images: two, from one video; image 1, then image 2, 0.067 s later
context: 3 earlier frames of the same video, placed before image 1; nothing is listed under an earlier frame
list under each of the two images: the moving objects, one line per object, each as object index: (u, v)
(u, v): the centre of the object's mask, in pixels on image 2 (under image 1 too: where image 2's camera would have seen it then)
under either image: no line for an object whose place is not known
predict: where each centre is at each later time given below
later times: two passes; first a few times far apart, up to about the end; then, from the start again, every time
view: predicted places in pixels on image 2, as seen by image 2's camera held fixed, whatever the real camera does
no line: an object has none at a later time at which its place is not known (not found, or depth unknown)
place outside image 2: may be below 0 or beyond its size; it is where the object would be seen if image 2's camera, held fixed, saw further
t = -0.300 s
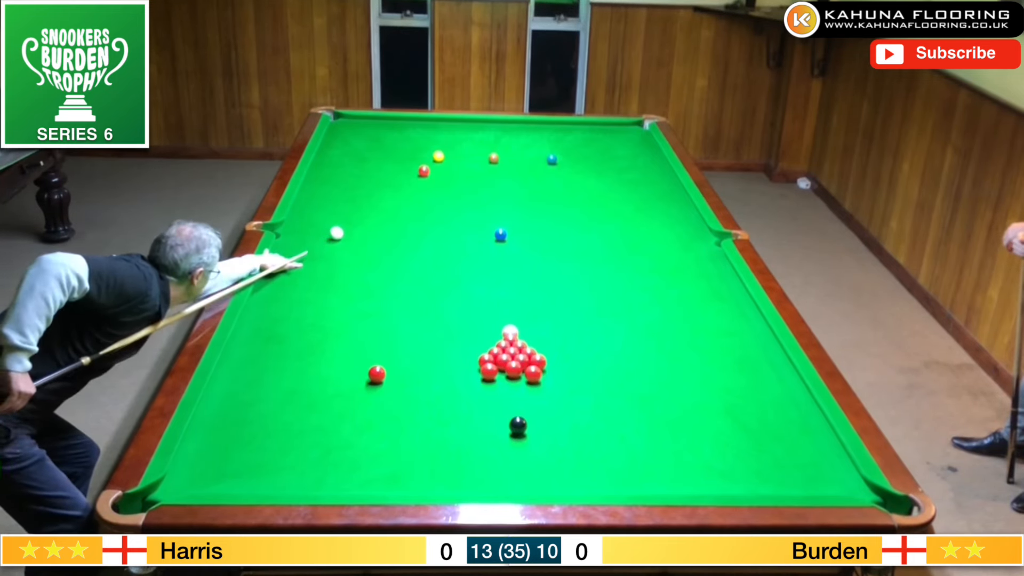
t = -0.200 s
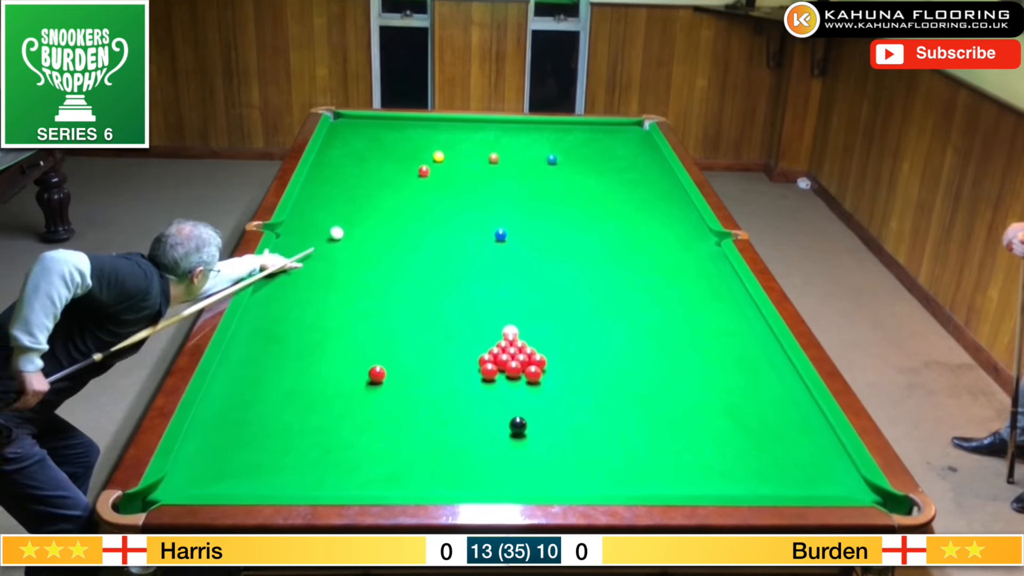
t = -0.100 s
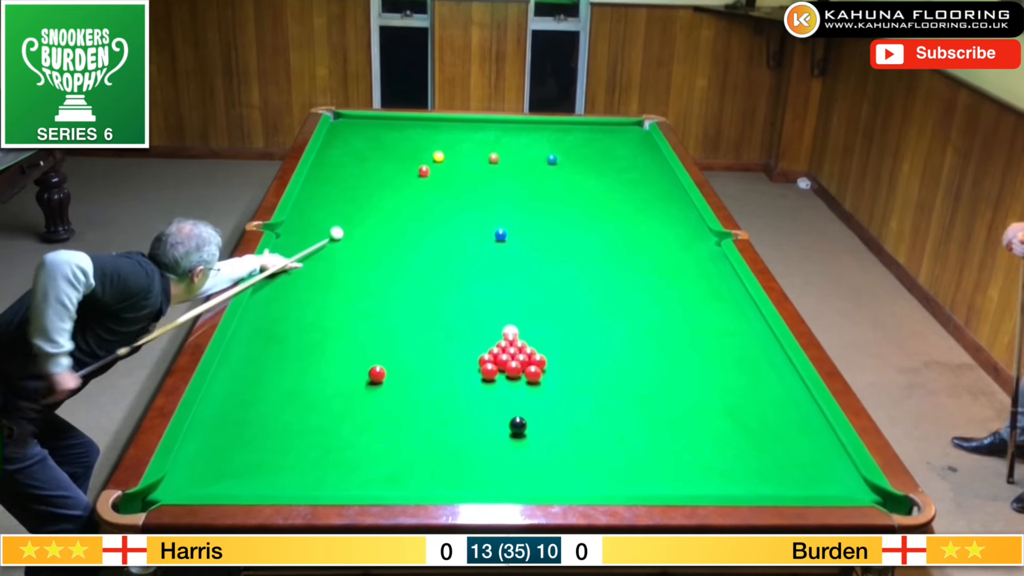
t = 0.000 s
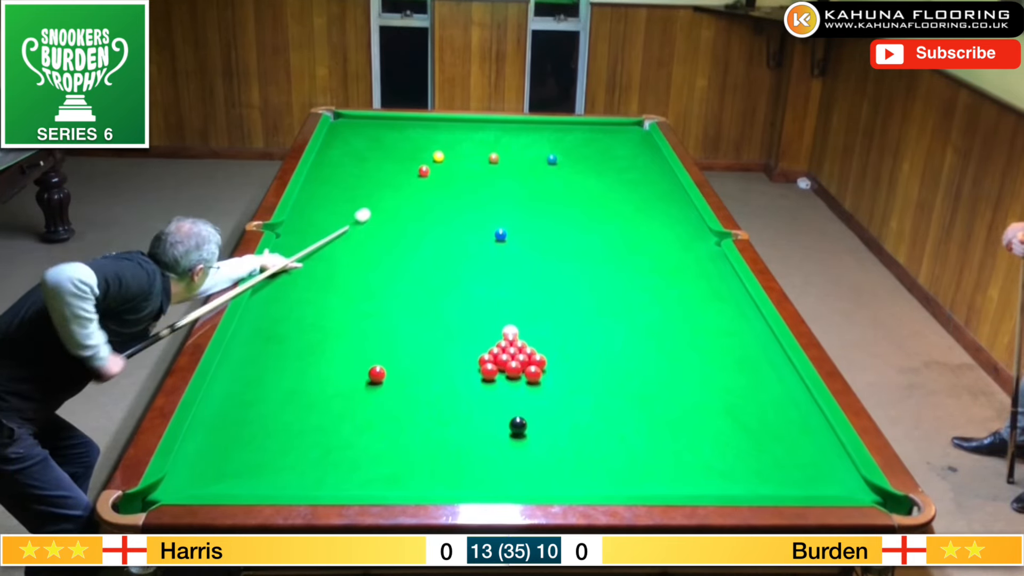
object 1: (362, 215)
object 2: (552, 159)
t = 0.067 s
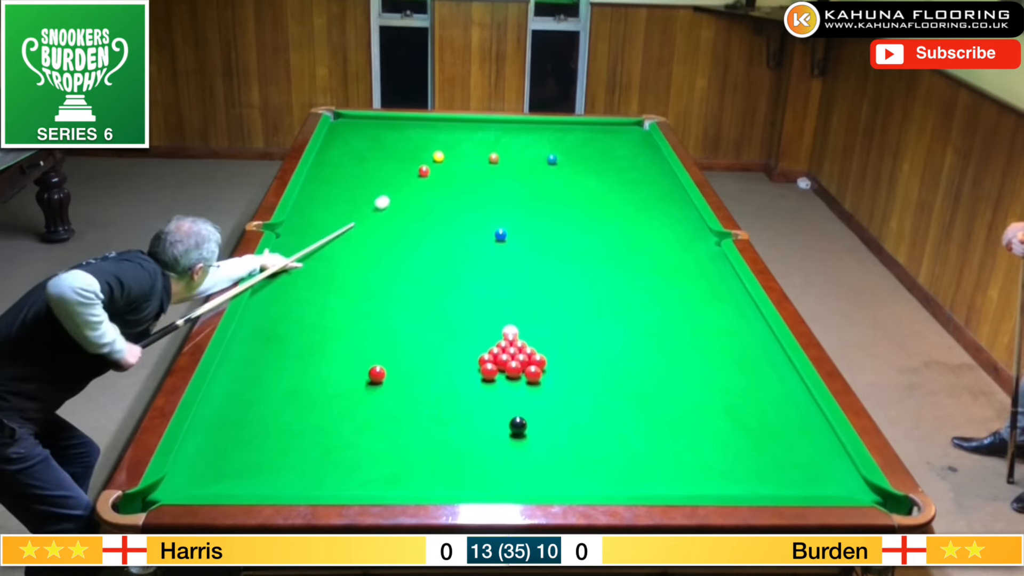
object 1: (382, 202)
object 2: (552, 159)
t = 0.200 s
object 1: (414, 181)
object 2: (552, 159)
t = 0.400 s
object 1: (452, 172)
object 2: (552, 160)
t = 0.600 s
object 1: (484, 168)
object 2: (552, 159)
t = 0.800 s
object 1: (516, 165)
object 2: (552, 160)
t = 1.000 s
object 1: (545, 162)
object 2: (554, 159)
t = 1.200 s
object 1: (562, 163)
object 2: (561, 154)
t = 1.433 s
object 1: (581, 165)
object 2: (571, 151)
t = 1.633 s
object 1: (596, 166)
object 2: (579, 148)
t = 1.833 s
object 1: (611, 167)
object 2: (586, 145)
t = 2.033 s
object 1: (624, 168)
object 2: (592, 143)
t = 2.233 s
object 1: (637, 169)
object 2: (598, 141)
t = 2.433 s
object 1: (649, 170)
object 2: (603, 139)
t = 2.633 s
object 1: (659, 171)
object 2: (608, 137)
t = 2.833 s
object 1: (669, 171)
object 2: (612, 135)
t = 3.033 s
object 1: (664, 172)
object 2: (615, 134)
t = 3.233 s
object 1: (660, 172)
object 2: (619, 133)
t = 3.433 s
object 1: (657, 172)
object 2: (621, 132)
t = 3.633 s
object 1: (655, 172)
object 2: (624, 132)
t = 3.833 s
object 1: (654, 172)
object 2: (625, 131)
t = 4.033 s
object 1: (654, 172)
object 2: (626, 131)
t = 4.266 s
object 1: (654, 172)
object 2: (627, 131)
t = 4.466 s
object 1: (654, 172)
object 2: (627, 131)
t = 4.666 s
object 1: (654, 172)
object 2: (627, 131)
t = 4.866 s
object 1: (654, 172)
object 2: (627, 131)
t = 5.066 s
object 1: (654, 172)
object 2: (627, 131)
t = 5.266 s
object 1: (654, 172)
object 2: (627, 131)
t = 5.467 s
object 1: (654, 172)
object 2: (627, 131)
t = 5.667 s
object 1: (654, 172)
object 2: (627, 131)
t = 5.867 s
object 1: (654, 172)
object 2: (627, 131)
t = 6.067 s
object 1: (654, 172)
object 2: (627, 131)
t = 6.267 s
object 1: (654, 172)
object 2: (627, 131)
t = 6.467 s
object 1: (654, 172)
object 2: (627, 131)
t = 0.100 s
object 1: (390, 197)
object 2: (552, 159)
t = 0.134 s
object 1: (398, 191)
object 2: (552, 159)
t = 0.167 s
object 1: (406, 186)
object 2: (552, 159)
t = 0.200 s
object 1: (414, 181)
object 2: (552, 159)
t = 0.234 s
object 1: (420, 177)
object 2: (552, 159)
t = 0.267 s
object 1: (427, 174)
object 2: (552, 159)
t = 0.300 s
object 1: (434, 174)
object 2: (552, 159)
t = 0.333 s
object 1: (440, 173)
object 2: (552, 160)
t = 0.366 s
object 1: (446, 173)
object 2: (552, 160)
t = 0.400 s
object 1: (452, 172)
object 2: (552, 160)
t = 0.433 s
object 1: (457, 172)
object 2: (552, 160)
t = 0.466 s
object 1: (463, 171)
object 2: (552, 160)
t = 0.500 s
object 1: (468, 170)
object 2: (552, 160)
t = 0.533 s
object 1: (474, 170)
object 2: (552, 160)
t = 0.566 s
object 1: (479, 169)
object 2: (552, 159)
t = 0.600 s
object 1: (484, 168)
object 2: (552, 159)
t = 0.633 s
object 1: (490, 168)
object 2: (552, 159)
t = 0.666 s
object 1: (495, 167)
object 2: (552, 160)
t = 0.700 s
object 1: (500, 167)
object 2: (552, 160)
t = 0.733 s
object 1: (505, 166)
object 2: (552, 160)
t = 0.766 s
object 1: (511, 166)
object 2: (552, 160)
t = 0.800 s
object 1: (516, 165)
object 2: (552, 160)
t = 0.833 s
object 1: (521, 164)
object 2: (552, 160)
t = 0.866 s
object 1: (526, 164)
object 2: (552, 160)
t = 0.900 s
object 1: (530, 163)
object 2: (552, 160)
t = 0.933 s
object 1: (535, 163)
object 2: (552, 160)
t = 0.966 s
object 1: (540, 162)
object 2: (552, 159)
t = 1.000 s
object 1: (545, 162)
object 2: (554, 159)
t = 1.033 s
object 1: (548, 162)
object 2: (555, 158)
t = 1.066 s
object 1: (550, 162)
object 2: (557, 158)
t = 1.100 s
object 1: (553, 162)
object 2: (558, 156)
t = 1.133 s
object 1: (556, 163)
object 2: (559, 155)
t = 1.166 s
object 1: (559, 163)
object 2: (560, 154)
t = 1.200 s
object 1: (562, 163)
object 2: (561, 154)
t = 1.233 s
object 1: (565, 163)
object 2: (562, 154)
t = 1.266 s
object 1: (568, 163)
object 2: (564, 154)
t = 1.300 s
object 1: (570, 164)
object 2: (565, 154)
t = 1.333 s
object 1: (573, 164)
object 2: (567, 153)
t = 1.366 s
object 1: (576, 164)
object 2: (568, 152)
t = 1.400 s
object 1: (578, 164)
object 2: (570, 152)
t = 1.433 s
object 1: (581, 165)
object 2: (571, 151)
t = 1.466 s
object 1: (584, 165)
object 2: (572, 151)
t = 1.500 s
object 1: (586, 165)
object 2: (573, 151)
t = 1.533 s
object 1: (589, 165)
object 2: (575, 150)
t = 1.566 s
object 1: (591, 165)
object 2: (576, 149)
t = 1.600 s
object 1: (594, 166)
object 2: (577, 149)
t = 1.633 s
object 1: (596, 166)
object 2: (579, 148)
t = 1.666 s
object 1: (599, 166)
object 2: (580, 147)
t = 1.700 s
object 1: (601, 166)
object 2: (581, 147)
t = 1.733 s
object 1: (604, 166)
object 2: (582, 147)
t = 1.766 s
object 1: (606, 167)
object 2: (583, 146)
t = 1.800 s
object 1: (609, 167)
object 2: (585, 146)
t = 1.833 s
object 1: (611, 167)
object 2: (586, 145)
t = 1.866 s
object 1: (613, 167)
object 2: (587, 144)
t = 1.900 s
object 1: (615, 167)
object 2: (588, 144)
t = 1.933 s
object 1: (618, 167)
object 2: (589, 144)
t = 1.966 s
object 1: (620, 168)
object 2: (590, 144)
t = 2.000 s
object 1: (622, 168)
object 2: (591, 143)
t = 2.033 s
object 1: (624, 168)
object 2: (592, 143)
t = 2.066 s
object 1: (627, 168)
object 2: (593, 142)
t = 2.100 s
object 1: (629, 168)
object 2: (594, 142)
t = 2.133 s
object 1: (631, 168)
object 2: (595, 142)
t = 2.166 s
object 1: (633, 169)
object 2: (596, 141)
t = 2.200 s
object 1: (635, 169)
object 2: (597, 141)
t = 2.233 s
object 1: (637, 169)
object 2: (598, 141)
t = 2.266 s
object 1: (639, 169)
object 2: (599, 140)
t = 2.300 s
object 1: (641, 169)
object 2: (600, 140)
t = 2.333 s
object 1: (643, 169)
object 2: (601, 140)
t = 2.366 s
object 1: (645, 170)
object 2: (601, 139)
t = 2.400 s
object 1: (647, 170)
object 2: (602, 139)
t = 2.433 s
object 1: (649, 170)
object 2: (603, 139)
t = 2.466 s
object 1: (650, 170)
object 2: (604, 138)
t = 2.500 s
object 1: (652, 170)
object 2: (605, 138)
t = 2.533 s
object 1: (654, 170)
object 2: (606, 138)
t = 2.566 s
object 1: (656, 170)
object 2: (606, 137)
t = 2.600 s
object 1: (657, 170)
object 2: (607, 137)
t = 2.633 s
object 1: (659, 171)
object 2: (608, 137)
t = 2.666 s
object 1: (661, 171)
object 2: (608, 137)
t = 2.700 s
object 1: (663, 171)
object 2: (609, 136)
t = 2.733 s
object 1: (664, 171)
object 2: (610, 136)
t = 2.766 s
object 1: (666, 171)
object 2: (611, 136)
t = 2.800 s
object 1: (667, 171)
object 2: (611, 136)
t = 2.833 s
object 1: (669, 171)
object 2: (612, 135)
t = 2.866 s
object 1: (668, 171)
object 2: (612, 135)
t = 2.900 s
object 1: (667, 171)
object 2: (613, 135)
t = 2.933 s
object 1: (666, 171)
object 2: (614, 135)
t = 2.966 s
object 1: (666, 171)
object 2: (614, 135)
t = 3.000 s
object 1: (665, 171)
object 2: (615, 134)
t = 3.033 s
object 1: (664, 172)
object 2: (615, 134)
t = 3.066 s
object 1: (663, 172)
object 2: (616, 134)
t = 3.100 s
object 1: (663, 172)
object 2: (617, 134)
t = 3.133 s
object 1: (662, 172)
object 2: (617, 133)
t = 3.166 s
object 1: (662, 172)
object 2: (618, 133)
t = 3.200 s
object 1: (661, 172)
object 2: (618, 133)
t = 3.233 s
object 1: (660, 172)
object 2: (619, 133)
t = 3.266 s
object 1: (660, 172)
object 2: (619, 133)
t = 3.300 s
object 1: (659, 172)
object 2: (620, 133)
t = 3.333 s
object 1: (659, 172)
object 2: (620, 133)
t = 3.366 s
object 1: (658, 172)
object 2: (620, 132)
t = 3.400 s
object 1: (658, 172)
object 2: (621, 132)
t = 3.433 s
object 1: (657, 172)
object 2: (621, 132)
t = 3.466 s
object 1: (657, 172)
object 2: (622, 132)
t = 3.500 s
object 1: (657, 172)
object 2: (622, 132)
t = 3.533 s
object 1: (656, 172)
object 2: (622, 132)
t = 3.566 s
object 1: (656, 172)
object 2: (623, 132)
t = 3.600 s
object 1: (656, 172)
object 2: (623, 132)
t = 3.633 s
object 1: (655, 172)
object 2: (624, 132)
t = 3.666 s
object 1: (655, 172)
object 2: (624, 132)
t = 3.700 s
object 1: (655, 172)
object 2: (624, 132)
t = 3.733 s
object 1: (655, 172)
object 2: (625, 132)
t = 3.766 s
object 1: (655, 172)
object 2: (625, 131)
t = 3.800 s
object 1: (654, 172)
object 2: (625, 131)
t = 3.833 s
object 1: (654, 172)
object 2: (625, 131)
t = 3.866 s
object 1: (654, 172)
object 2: (625, 131)
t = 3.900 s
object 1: (654, 172)
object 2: (626, 131)
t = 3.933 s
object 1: (654, 172)
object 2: (626, 131)
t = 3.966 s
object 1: (654, 172)
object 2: (626, 131)
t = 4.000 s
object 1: (654, 172)
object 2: (626, 131)
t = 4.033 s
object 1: (654, 172)
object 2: (626, 131)
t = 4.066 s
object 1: (654, 172)
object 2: (626, 131)
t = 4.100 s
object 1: (654, 172)
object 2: (626, 131)
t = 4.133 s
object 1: (654, 172)
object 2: (627, 131)
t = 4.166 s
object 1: (654, 172)
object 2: (627, 131)
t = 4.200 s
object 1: (654, 172)
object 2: (627, 131)
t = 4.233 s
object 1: (654, 172)
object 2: (627, 131)
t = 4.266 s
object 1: (654, 172)
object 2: (627, 131)
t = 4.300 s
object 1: (654, 172)
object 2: (627, 131)
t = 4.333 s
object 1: (654, 172)
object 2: (627, 131)
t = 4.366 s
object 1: (654, 172)
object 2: (627, 131)
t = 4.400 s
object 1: (654, 172)
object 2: (627, 131)
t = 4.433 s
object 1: (654, 172)
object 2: (627, 131)
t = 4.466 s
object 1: (654, 172)
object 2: (627, 131)
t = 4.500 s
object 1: (654, 172)
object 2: (627, 131)
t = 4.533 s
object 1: (654, 172)
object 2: (627, 131)
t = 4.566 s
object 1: (654, 172)
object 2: (627, 131)
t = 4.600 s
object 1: (654, 172)
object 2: (627, 131)
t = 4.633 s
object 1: (654, 172)
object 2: (627, 131)
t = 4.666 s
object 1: (654, 172)
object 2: (627, 131)
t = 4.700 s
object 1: (654, 172)
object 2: (627, 131)
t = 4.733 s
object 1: (654, 172)
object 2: (627, 131)
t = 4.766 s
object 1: (654, 172)
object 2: (627, 131)
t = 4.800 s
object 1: (654, 172)
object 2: (627, 131)
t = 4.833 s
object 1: (654, 172)
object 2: (627, 131)
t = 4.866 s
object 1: (654, 172)
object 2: (627, 131)
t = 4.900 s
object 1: (654, 172)
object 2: (627, 131)
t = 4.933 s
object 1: (654, 172)
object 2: (627, 131)
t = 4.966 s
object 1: (654, 172)
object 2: (627, 131)
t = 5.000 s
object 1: (654, 172)
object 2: (627, 131)
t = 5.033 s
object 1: (654, 172)
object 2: (627, 131)
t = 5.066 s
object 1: (654, 172)
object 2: (627, 131)
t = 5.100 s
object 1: (654, 172)
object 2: (627, 131)
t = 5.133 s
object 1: (654, 172)
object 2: (627, 131)
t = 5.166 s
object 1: (654, 172)
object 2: (627, 131)
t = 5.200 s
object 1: (654, 172)
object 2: (627, 131)
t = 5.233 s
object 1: (654, 172)
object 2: (627, 131)
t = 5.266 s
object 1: (654, 172)
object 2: (627, 131)
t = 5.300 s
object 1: (654, 172)
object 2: (627, 131)
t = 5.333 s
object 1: (654, 172)
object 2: (627, 131)
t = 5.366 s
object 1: (654, 172)
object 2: (627, 131)
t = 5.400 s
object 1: (654, 172)
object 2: (627, 131)
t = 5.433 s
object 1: (654, 172)
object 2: (627, 131)
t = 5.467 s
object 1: (654, 172)
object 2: (627, 131)
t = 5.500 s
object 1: (654, 172)
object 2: (627, 131)
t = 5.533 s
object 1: (654, 172)
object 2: (627, 131)
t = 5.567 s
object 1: (654, 172)
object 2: (627, 131)
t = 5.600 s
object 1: (654, 172)
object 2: (627, 131)
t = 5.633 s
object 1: (654, 172)
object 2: (627, 131)
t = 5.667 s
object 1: (654, 172)
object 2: (627, 131)
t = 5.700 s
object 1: (654, 172)
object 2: (627, 131)
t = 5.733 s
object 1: (654, 172)
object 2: (627, 131)
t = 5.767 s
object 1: (654, 172)
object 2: (627, 131)
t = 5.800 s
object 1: (654, 172)
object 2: (627, 131)
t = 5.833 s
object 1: (654, 172)
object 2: (627, 131)
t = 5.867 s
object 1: (654, 172)
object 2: (627, 131)
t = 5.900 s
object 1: (654, 172)
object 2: (627, 131)
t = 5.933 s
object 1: (654, 172)
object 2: (627, 131)
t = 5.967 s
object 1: (654, 172)
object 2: (627, 131)
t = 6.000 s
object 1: (654, 172)
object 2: (627, 131)
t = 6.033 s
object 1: (654, 172)
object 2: (627, 131)
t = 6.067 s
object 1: (654, 172)
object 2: (627, 131)
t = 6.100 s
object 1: (654, 172)
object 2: (627, 131)
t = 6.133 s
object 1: (654, 172)
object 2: (627, 131)
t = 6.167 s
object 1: (654, 172)
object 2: (627, 131)
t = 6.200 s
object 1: (654, 172)
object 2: (627, 131)
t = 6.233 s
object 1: (654, 172)
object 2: (627, 131)
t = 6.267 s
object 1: (654, 172)
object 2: (627, 131)
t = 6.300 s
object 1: (654, 172)
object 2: (627, 131)
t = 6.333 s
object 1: (654, 172)
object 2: (627, 131)
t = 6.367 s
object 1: (654, 172)
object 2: (627, 131)
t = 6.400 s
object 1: (654, 172)
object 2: (627, 131)
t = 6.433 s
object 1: (654, 172)
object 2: (627, 131)
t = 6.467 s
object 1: (654, 172)
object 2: (627, 131)
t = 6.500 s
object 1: (654, 172)
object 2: (627, 131)
